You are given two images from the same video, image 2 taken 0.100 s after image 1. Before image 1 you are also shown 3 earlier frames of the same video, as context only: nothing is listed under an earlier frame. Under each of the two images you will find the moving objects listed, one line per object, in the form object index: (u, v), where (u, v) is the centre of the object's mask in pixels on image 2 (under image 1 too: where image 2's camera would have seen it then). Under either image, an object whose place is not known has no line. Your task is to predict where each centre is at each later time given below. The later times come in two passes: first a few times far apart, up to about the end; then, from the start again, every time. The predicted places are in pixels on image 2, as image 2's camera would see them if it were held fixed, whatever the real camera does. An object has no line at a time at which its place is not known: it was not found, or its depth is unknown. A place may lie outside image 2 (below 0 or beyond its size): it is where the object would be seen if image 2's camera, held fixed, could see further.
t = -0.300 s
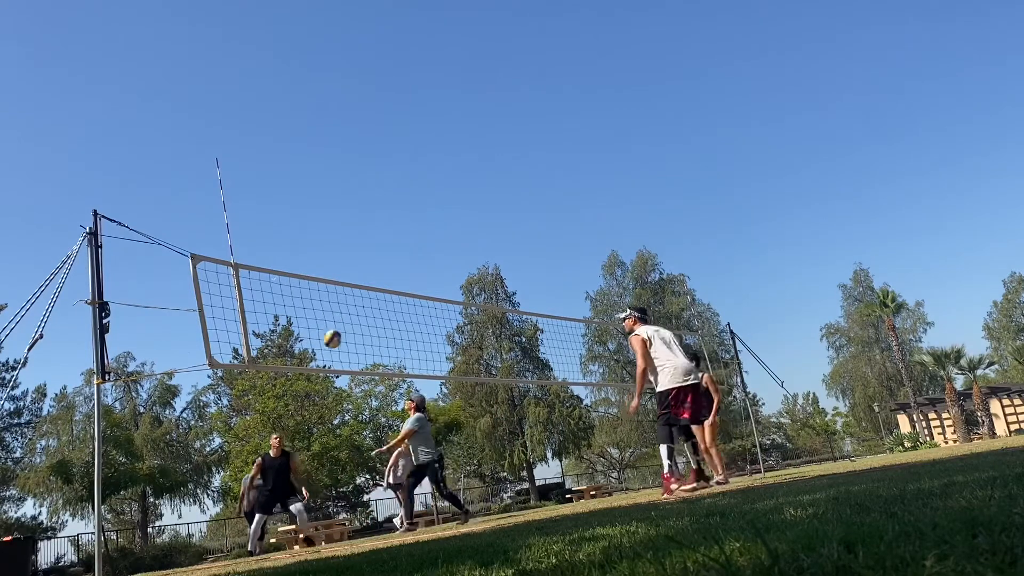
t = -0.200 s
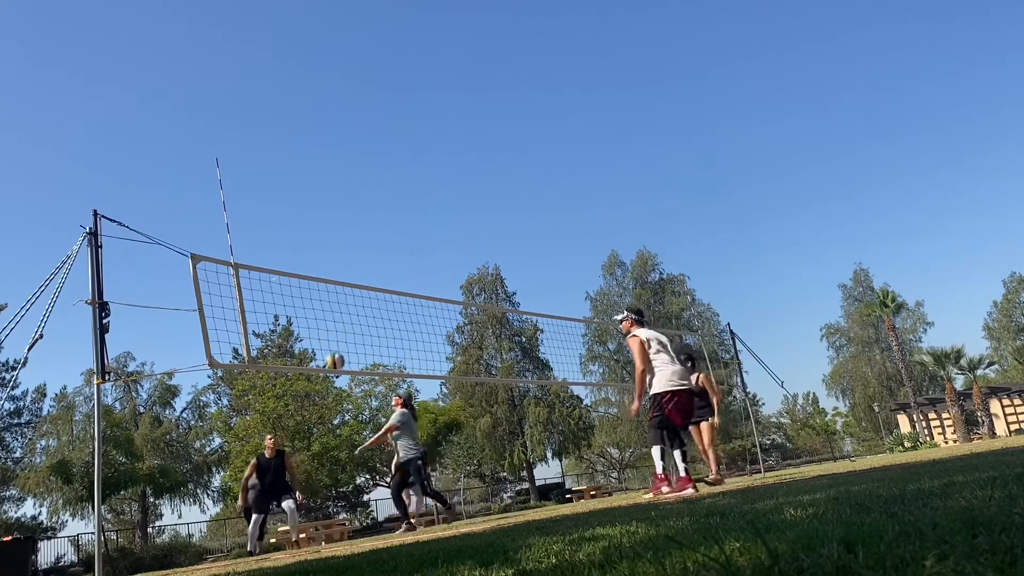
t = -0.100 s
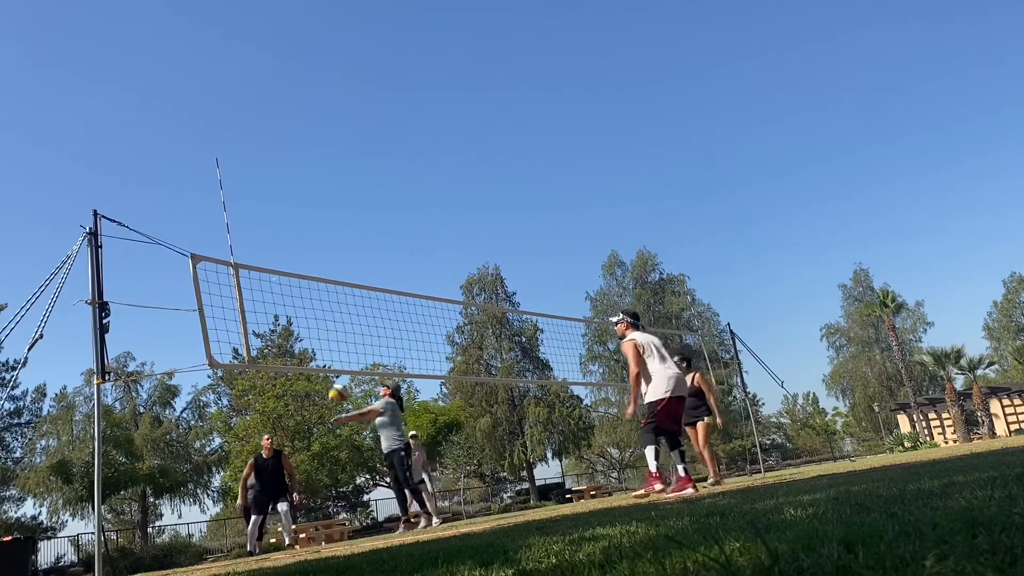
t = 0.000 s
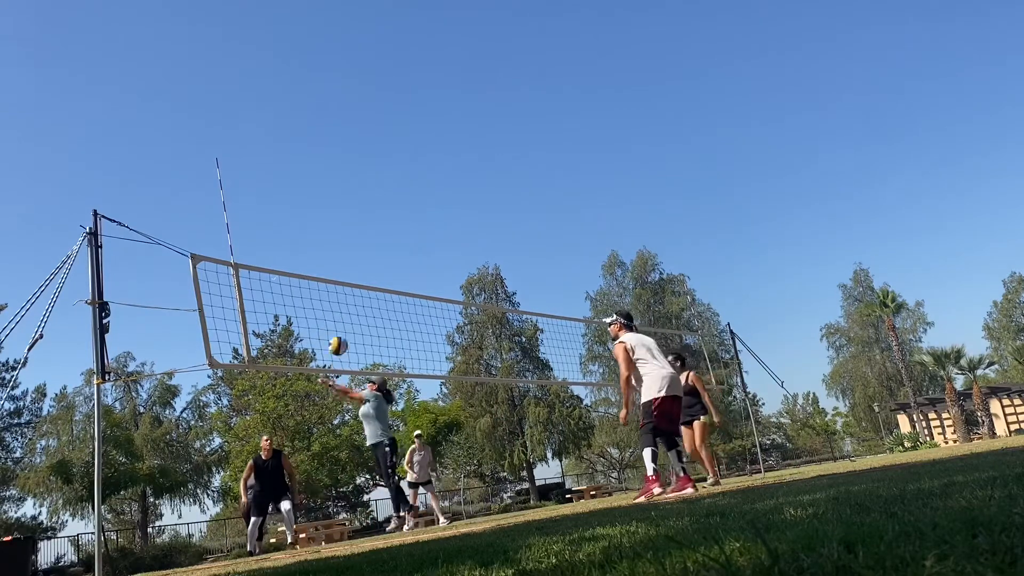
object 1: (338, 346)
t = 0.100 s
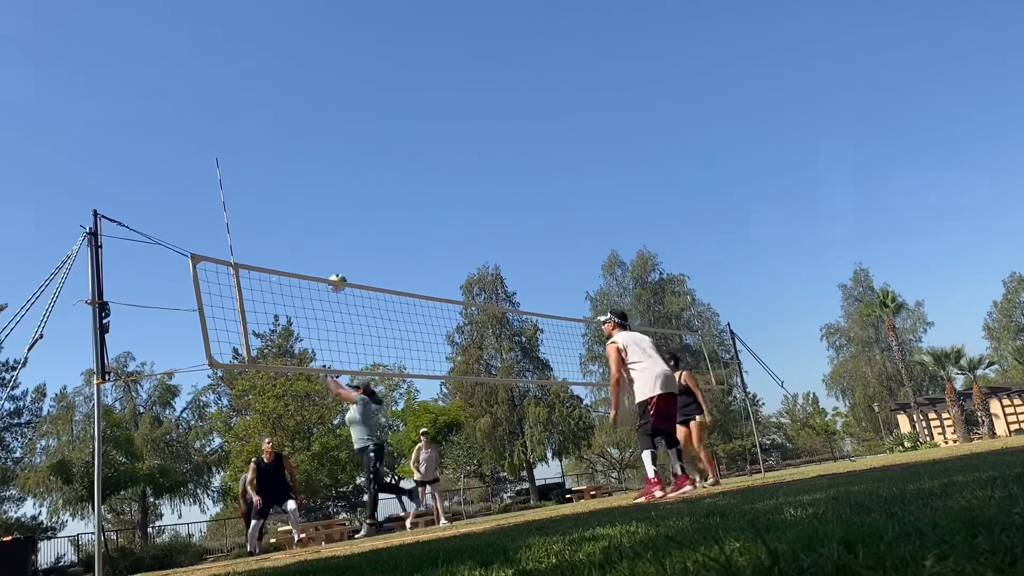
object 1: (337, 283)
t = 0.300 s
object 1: (338, 188)
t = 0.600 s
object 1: (346, 113)
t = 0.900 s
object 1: (361, 105)
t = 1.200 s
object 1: (384, 165)
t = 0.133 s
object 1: (337, 264)
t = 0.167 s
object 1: (337, 247)
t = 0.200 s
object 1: (337, 231)
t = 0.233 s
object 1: (337, 216)
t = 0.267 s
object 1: (337, 201)
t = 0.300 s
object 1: (338, 188)
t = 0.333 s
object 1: (338, 176)
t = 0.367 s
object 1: (339, 165)
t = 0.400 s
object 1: (339, 155)
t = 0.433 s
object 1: (340, 146)
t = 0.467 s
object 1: (341, 137)
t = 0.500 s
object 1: (342, 130)
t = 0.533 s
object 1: (343, 123)
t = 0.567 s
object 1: (344, 117)
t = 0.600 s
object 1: (346, 113)
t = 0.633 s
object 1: (347, 109)
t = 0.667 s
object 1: (349, 105)
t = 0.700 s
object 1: (350, 103)
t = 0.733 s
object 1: (351, 101)
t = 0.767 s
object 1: (353, 100)
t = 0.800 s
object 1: (355, 100)
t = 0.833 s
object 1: (357, 101)
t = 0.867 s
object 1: (359, 103)
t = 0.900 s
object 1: (361, 105)
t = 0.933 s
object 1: (363, 109)
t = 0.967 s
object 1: (366, 113)
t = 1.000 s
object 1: (368, 118)
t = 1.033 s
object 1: (370, 123)
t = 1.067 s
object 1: (373, 130)
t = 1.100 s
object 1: (376, 137)
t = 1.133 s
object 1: (379, 146)
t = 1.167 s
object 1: (381, 155)
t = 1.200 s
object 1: (384, 165)
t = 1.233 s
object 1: (387, 176)
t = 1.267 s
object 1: (390, 188)
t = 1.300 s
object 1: (393, 200)
